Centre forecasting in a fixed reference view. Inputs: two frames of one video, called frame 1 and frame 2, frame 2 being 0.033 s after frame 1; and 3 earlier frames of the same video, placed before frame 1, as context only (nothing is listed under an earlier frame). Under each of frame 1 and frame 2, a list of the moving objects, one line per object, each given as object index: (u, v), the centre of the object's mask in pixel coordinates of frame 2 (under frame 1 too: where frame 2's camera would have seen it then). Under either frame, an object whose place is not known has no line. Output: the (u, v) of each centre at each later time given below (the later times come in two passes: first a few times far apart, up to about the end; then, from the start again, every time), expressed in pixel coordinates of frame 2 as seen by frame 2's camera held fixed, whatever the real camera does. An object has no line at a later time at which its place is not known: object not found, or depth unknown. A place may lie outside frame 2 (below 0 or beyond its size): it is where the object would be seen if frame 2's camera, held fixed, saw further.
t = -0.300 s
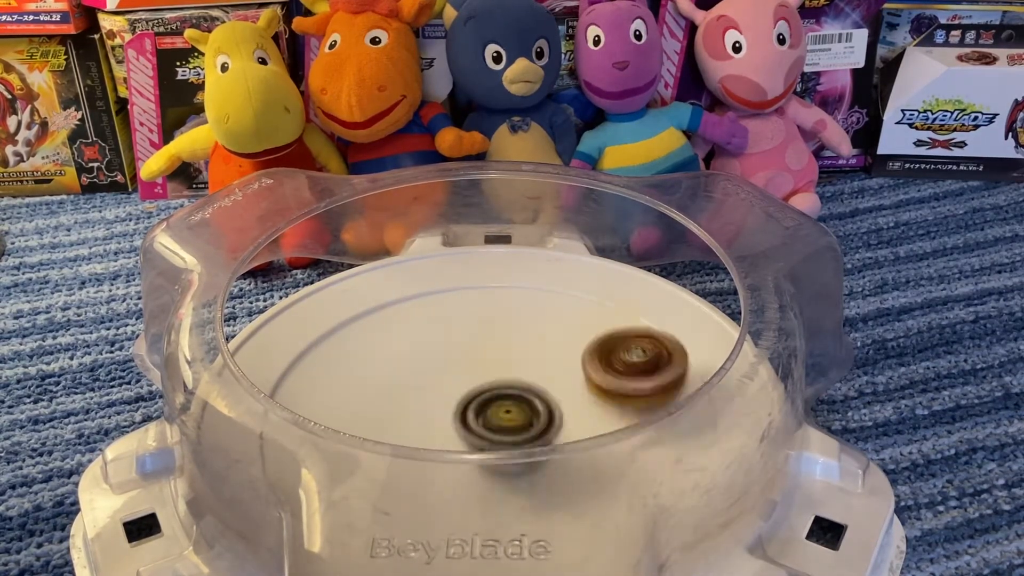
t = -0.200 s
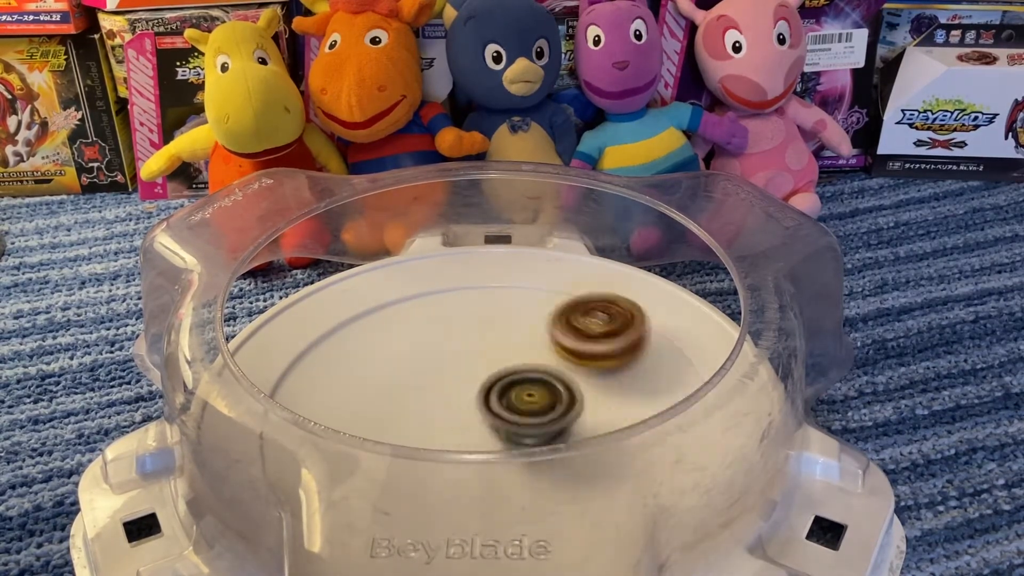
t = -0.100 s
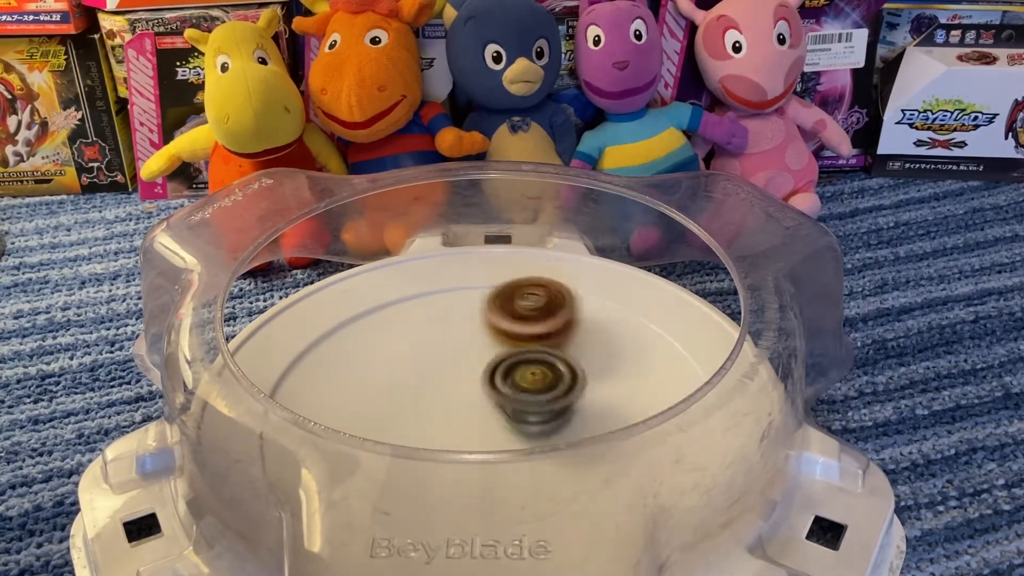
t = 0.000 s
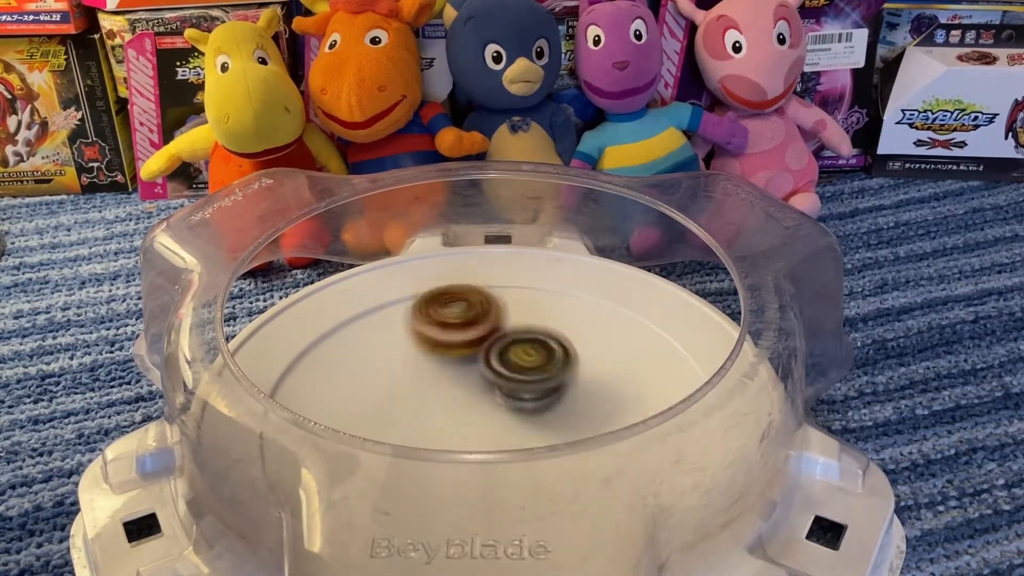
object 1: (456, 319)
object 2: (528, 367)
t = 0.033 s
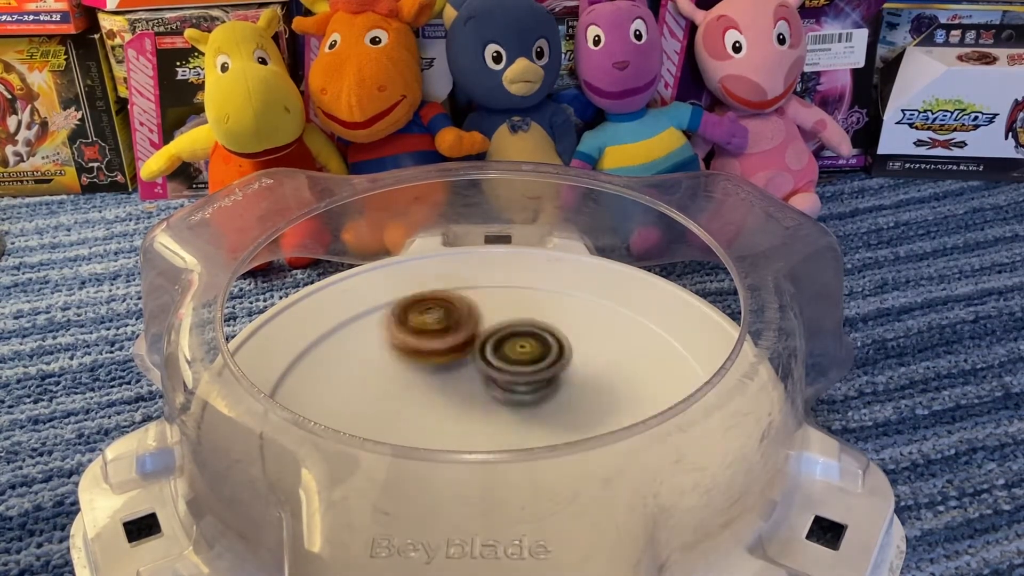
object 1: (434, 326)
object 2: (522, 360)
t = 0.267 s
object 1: (362, 412)
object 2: (452, 350)
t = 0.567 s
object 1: (516, 479)
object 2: (447, 409)
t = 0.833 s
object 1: (641, 385)
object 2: (483, 373)
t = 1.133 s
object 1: (501, 320)
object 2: (424, 370)
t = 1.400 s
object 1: (357, 371)
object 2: (487, 412)
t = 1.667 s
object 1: (425, 451)
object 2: (551, 367)
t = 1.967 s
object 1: (580, 394)
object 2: (458, 347)
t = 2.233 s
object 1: (496, 316)
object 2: (433, 410)
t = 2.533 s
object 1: (380, 380)
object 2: (543, 407)
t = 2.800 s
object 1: (484, 446)
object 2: (527, 350)
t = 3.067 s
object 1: (589, 387)
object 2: (432, 359)
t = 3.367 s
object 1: (483, 331)
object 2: (442, 417)
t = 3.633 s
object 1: (391, 394)
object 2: (539, 394)
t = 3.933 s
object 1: (486, 446)
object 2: (489, 339)
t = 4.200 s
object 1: (560, 396)
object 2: (415, 379)
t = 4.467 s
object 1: (491, 337)
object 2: (489, 417)
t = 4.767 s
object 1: (400, 375)
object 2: (554, 369)
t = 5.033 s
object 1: (445, 419)
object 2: (468, 345)
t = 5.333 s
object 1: (540, 405)
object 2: (426, 407)
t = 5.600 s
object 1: (561, 343)
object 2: (485, 437)
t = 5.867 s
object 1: (505, 309)
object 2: (496, 422)
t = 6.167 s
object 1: (451, 337)
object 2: (435, 411)
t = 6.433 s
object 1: (446, 361)
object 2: (433, 421)
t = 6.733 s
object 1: (530, 405)
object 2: (452, 462)
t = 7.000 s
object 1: (549, 401)
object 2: (437, 425)
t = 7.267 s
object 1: (533, 389)
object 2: (396, 394)
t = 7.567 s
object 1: (503, 368)
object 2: (377, 355)
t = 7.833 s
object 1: (492, 369)
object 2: (352, 327)
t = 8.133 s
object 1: (491, 378)
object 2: (392, 351)
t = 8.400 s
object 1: (453, 404)
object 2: (389, 339)
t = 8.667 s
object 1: (438, 408)
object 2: (421, 330)
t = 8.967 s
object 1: (447, 412)
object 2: (493, 345)
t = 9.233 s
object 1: (462, 415)
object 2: (544, 366)
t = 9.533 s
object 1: (422, 414)
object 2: (587, 392)
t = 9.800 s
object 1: (388, 399)
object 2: (557, 413)
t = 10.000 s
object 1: (425, 380)
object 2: (512, 412)
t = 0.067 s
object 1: (412, 336)
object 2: (514, 354)
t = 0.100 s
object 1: (392, 348)
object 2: (506, 350)
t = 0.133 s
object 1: (376, 361)
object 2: (495, 346)
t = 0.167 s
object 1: (364, 376)
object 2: (485, 345)
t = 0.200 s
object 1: (356, 392)
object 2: (473, 345)
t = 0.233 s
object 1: (356, 402)
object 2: (462, 347)
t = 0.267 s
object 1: (362, 412)
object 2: (452, 350)
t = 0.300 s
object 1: (371, 420)
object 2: (444, 355)
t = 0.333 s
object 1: (375, 455)
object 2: (437, 362)
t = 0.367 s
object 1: (386, 468)
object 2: (431, 369)
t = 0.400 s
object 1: (402, 477)
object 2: (428, 377)
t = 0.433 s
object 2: (427, 385)
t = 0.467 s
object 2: (429, 393)
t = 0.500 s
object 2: (432, 399)
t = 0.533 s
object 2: (440, 405)
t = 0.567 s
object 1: (516, 479)
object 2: (447, 409)
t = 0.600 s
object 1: (541, 469)
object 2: (458, 412)
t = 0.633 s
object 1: (571, 465)
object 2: (464, 410)
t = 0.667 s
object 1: (594, 456)
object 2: (471, 407)
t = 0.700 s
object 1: (613, 441)
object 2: (477, 402)
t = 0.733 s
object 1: (629, 428)
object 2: (483, 395)
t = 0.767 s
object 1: (641, 415)
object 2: (485, 388)
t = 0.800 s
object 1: (636, 394)
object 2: (486, 380)
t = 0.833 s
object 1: (641, 385)
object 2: (483, 373)
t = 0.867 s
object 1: (642, 375)
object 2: (479, 366)
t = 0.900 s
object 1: (636, 365)
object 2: (473, 360)
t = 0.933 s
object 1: (624, 353)
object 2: (465, 356)
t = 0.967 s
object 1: (609, 342)
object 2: (457, 354)
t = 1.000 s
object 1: (591, 333)
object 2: (447, 354)
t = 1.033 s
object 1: (571, 326)
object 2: (439, 356)
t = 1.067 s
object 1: (549, 322)
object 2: (431, 359)
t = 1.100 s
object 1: (524, 319)
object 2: (427, 364)
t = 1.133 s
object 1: (501, 320)
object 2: (424, 370)
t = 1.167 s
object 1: (478, 319)
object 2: (425, 378)
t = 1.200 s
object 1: (458, 320)
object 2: (424, 389)
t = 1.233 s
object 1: (436, 324)
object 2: (427, 399)
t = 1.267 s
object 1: (413, 330)
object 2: (435, 405)
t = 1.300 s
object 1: (394, 338)
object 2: (446, 409)
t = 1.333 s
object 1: (377, 348)
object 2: (459, 412)
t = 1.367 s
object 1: (365, 359)
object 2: (472, 413)
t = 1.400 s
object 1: (357, 371)
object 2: (487, 412)
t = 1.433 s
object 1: (352, 384)
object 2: (501, 411)
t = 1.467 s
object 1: (352, 395)
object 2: (515, 408)
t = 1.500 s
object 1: (357, 402)
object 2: (527, 403)
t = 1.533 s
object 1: (366, 410)
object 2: (538, 399)
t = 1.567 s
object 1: (379, 417)
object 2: (546, 391)
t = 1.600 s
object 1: (387, 438)
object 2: (550, 383)
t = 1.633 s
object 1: (403, 448)
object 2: (553, 375)
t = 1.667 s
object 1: (425, 451)
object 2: (551, 367)
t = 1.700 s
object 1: (447, 463)
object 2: (548, 359)
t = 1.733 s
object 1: (469, 454)
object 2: (542, 353)
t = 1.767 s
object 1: (491, 453)
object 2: (532, 347)
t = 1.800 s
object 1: (513, 447)
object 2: (522, 343)
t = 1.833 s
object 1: (534, 439)
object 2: (510, 341)
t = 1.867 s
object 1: (545, 420)
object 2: (498, 340)
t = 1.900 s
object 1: (562, 413)
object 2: (484, 341)
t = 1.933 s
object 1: (573, 403)
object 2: (470, 343)
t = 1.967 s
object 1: (580, 394)
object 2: (458, 347)
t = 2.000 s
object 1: (582, 380)
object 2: (446, 353)
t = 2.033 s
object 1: (579, 366)
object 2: (436, 359)
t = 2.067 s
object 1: (572, 353)
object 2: (429, 368)
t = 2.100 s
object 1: (561, 340)
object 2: (423, 377)
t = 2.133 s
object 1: (547, 330)
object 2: (422, 387)
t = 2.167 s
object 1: (532, 323)
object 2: (422, 397)
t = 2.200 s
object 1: (514, 318)
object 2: (426, 404)
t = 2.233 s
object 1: (496, 316)
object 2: (433, 410)
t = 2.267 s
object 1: (477, 315)
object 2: (441, 414)
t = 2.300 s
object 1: (459, 317)
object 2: (453, 418)
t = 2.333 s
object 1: (441, 321)
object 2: (467, 420)
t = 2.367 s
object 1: (425, 327)
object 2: (481, 421)
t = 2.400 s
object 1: (410, 335)
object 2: (496, 420)
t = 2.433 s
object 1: (397, 344)
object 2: (510, 418)
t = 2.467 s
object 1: (388, 355)
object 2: (522, 416)
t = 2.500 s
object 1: (382, 368)
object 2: (534, 412)
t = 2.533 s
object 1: (380, 380)
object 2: (543, 407)
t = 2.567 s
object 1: (381, 393)
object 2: (551, 402)
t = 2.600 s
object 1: (387, 403)
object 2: (556, 396)
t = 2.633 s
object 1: (397, 411)
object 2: (558, 388)
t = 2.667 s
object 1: (411, 417)
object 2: (557, 379)
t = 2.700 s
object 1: (428, 423)
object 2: (554, 369)
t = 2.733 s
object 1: (445, 427)
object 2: (547, 362)
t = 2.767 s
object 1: (463, 444)
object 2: (537, 355)
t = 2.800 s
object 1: (484, 446)
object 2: (527, 350)
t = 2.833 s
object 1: (505, 443)
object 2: (514, 347)
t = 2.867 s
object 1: (523, 426)
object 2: (501, 344)
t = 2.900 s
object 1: (542, 422)
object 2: (489, 344)
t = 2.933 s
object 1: (554, 417)
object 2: (475, 344)
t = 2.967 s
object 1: (567, 411)
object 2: (463, 345)
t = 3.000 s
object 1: (578, 403)
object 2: (452, 349)
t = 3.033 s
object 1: (585, 396)
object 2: (441, 354)
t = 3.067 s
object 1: (589, 387)
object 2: (432, 359)
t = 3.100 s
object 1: (587, 375)
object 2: (425, 366)
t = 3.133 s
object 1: (583, 364)
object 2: (419, 373)
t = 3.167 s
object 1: (575, 354)
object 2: (414, 380)
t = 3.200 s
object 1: (564, 346)
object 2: (413, 389)
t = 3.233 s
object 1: (551, 339)
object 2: (414, 396)
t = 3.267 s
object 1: (535, 334)
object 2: (417, 404)
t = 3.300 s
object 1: (518, 331)
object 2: (424, 409)
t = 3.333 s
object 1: (501, 330)
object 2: (432, 413)
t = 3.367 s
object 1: (483, 331)
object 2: (442, 417)
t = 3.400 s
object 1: (465, 333)
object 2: (457, 419)
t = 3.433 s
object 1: (448, 338)
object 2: (472, 419)
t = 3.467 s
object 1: (432, 345)
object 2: (487, 418)
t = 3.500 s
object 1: (418, 353)
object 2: (500, 415)
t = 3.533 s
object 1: (407, 362)
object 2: (513, 412)
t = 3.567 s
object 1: (399, 372)
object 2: (523, 406)
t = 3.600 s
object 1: (394, 383)
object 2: (532, 402)
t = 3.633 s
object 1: (391, 394)
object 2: (539, 394)
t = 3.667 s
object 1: (392, 403)
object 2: (543, 386)
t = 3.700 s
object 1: (398, 411)
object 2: (545, 376)
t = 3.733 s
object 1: (406, 417)
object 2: (543, 368)
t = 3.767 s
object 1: (416, 422)
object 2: (539, 359)
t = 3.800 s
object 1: (429, 426)
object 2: (532, 352)
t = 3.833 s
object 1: (441, 444)
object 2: (523, 347)
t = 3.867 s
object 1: (457, 447)
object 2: (513, 342)
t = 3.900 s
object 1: (471, 449)
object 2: (501, 340)
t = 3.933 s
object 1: (486, 446)
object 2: (489, 339)
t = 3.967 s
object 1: (500, 442)
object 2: (476, 339)
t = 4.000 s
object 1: (512, 427)
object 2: (464, 340)
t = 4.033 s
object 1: (523, 424)
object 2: (452, 343)
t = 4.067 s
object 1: (534, 419)
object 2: (440, 347)
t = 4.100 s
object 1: (543, 415)
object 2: (431, 353)
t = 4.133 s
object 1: (551, 410)
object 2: (423, 361)
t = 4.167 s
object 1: (557, 403)
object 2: (418, 370)
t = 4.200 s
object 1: (560, 396)
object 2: (415, 379)
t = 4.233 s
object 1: (560, 386)
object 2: (416, 388)
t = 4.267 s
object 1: (558, 376)
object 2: (420, 398)
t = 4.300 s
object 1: (552, 366)
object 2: (426, 404)
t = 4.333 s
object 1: (543, 358)
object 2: (434, 409)
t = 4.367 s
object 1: (531, 350)
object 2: (447, 412)
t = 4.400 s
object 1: (519, 344)
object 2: (460, 416)
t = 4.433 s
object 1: (505, 341)
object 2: (474, 417)
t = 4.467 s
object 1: (491, 337)
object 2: (489, 417)
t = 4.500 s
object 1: (477, 337)
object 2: (503, 415)
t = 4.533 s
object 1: (461, 337)
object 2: (518, 413)
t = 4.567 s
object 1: (447, 339)
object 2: (530, 409)
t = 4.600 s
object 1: (434, 343)
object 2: (539, 404)
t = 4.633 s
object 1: (423, 348)
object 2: (547, 400)
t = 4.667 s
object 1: (414, 355)
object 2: (554, 393)
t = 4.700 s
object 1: (407, 361)
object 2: (557, 385)
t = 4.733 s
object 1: (403, 368)
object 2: (557, 376)
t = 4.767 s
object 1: (400, 375)
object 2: (554, 369)
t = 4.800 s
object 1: (399, 382)
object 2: (549, 361)
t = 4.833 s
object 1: (400, 390)
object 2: (542, 354)
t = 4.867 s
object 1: (402, 398)
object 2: (532, 349)
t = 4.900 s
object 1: (407, 404)
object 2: (520, 346)
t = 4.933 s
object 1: (414, 409)
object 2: (507, 343)
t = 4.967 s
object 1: (424, 413)
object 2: (494, 343)
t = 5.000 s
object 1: (434, 417)
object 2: (481, 343)
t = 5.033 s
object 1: (445, 419)
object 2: (468, 345)
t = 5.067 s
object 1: (458, 421)
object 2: (454, 347)
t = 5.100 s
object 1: (472, 421)
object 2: (442, 352)
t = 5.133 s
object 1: (485, 421)
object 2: (433, 359)
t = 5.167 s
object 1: (497, 420)
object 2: (427, 368)
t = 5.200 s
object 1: (507, 418)
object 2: (422, 377)
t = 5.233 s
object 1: (517, 415)
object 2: (419, 386)
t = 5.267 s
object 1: (526, 412)
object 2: (419, 394)
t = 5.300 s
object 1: (533, 409)
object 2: (421, 402)
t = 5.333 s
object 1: (540, 405)
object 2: (426, 407)
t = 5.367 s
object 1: (546, 401)
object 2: (432, 411)
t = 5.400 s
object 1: (550, 395)
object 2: (441, 415)
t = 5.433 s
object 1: (552, 389)
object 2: (452, 417)
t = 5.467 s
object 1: (554, 382)
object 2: (466, 419)
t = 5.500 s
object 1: (555, 376)
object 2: (480, 419)
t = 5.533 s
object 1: (557, 368)
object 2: (484, 421)
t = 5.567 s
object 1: (561, 354)
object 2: (484, 433)
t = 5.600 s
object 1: (561, 343)
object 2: (485, 437)
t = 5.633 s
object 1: (558, 332)
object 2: (486, 440)
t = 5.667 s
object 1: (552, 323)
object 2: (488, 443)
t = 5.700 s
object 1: (545, 316)
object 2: (491, 443)
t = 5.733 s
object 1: (537, 312)
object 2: (493, 444)
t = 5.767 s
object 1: (529, 309)
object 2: (495, 442)
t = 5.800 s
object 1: (521, 307)
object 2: (497, 438)
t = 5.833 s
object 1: (513, 308)
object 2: (498, 433)
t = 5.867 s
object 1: (505, 309)
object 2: (496, 422)
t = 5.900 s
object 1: (498, 311)
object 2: (494, 418)
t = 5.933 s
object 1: (490, 315)
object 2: (490, 415)
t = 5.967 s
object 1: (482, 319)
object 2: (485, 410)
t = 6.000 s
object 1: (475, 325)
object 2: (479, 407)
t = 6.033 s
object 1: (466, 330)
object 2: (471, 404)
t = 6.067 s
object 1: (459, 332)
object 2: (461, 405)
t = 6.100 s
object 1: (455, 333)
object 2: (451, 407)
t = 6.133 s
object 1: (452, 335)
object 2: (443, 409)
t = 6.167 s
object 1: (451, 337)
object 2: (435, 411)
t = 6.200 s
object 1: (449, 340)
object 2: (430, 413)
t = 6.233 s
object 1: (448, 342)
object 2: (428, 415)
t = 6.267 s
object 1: (447, 345)
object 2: (426, 417)
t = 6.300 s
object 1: (445, 349)
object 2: (426, 419)
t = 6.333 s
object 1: (445, 352)
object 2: (427, 420)
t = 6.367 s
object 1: (443, 356)
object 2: (430, 421)
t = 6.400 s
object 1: (443, 360)
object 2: (433, 422)
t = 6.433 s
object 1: (446, 361)
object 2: (433, 421)
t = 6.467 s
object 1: (457, 368)
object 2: (431, 425)
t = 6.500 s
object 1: (467, 375)
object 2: (429, 442)
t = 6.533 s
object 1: (477, 380)
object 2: (429, 446)
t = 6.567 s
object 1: (485, 387)
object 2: (432, 451)
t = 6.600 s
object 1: (494, 392)
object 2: (433, 452)
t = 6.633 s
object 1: (504, 398)
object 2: (437, 462)
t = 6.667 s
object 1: (512, 402)
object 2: (441, 463)
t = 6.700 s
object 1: (522, 404)
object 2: (445, 463)
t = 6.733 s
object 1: (530, 405)
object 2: (452, 462)
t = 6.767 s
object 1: (537, 406)
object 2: (458, 455)
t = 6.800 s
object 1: (545, 406)
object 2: (457, 454)
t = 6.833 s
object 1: (551, 404)
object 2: (453, 453)
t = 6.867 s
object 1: (554, 403)
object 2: (449, 451)
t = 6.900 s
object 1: (554, 403)
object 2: (445, 447)
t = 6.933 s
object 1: (553, 403)
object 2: (441, 437)
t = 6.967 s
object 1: (551, 402)
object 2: (439, 437)
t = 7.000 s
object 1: (549, 401)
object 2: (437, 425)
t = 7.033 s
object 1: (547, 400)
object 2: (435, 422)
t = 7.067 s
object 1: (545, 399)
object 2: (432, 418)
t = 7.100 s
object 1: (542, 398)
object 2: (430, 414)
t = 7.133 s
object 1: (537, 397)
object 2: (428, 411)
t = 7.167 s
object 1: (533, 395)
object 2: (425, 406)
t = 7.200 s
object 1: (534, 393)
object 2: (413, 403)
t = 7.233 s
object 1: (534, 391)
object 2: (403, 399)
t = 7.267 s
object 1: (533, 389)
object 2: (396, 394)
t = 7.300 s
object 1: (532, 388)
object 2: (391, 390)
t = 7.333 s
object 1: (529, 386)
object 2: (386, 385)
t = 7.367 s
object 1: (528, 384)
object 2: (382, 381)
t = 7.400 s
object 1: (525, 381)
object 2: (380, 376)
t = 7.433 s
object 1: (521, 379)
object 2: (377, 372)
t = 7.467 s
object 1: (518, 376)
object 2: (376, 367)
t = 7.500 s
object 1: (513, 373)
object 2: (376, 363)
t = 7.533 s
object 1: (507, 370)
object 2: (376, 359)
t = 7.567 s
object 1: (503, 368)
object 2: (377, 355)
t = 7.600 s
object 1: (497, 365)
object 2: (379, 351)
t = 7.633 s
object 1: (491, 364)
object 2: (382, 348)
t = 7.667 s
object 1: (487, 363)
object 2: (384, 346)
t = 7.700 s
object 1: (492, 364)
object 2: (374, 339)
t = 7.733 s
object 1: (494, 367)
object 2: (367, 334)
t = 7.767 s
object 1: (494, 368)
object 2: (360, 331)
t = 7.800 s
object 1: (493, 369)
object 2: (356, 328)
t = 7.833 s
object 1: (492, 369)
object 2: (352, 327)
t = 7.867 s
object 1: (492, 370)
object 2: (348, 327)
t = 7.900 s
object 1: (491, 370)
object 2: (346, 328)
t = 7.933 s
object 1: (491, 371)
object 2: (346, 330)
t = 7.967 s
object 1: (490, 371)
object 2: (351, 334)
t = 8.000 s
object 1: (489, 371)
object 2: (358, 338)
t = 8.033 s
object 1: (489, 372)
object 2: (367, 341)
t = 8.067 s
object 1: (488, 372)
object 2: (378, 347)
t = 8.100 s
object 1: (488, 373)
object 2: (389, 353)
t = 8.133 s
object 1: (491, 378)
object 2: (392, 351)
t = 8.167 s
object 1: (490, 382)
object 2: (391, 348)
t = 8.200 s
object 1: (484, 387)
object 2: (390, 346)
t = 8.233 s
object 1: (479, 390)
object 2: (389, 344)
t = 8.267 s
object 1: (472, 393)
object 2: (388, 342)
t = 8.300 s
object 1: (466, 395)
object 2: (386, 341)
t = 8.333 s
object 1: (460, 398)
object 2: (386, 340)
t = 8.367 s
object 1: (455, 400)
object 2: (387, 340)
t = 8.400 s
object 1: (453, 404)
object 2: (389, 339)
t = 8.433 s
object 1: (448, 407)
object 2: (388, 337)
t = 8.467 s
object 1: (445, 408)
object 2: (390, 334)
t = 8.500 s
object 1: (441, 409)
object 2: (392, 332)
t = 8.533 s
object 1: (438, 409)
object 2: (396, 330)
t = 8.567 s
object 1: (437, 409)
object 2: (401, 330)
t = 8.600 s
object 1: (437, 409)
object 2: (406, 329)
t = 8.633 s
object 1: (438, 408)
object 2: (414, 329)
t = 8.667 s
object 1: (438, 408)
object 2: (421, 330)
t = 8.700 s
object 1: (439, 409)
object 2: (430, 331)
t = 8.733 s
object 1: (439, 412)
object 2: (438, 330)
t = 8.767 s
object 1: (439, 412)
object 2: (447, 331)
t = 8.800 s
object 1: (440, 412)
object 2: (456, 332)
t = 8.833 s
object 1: (442, 412)
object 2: (464, 334)
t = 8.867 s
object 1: (444, 413)
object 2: (470, 336)
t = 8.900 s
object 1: (445, 412)
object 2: (478, 338)
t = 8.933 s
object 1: (446, 412)
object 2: (486, 341)
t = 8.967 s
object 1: (447, 412)
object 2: (493, 345)
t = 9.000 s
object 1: (449, 412)
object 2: (499, 347)
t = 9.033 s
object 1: (450, 413)
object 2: (508, 350)
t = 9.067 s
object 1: (451, 415)
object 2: (518, 351)
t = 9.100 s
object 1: (456, 415)
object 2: (525, 353)
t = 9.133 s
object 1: (458, 415)
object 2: (531, 356)
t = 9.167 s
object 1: (459, 415)
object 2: (536, 358)
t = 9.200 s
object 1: (461, 415)
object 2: (541, 362)
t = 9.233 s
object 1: (462, 415)
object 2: (544, 366)
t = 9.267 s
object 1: (463, 415)
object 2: (547, 371)
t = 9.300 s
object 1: (463, 415)
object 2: (550, 375)
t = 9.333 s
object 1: (459, 416)
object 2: (555, 377)
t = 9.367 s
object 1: (458, 416)
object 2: (559, 381)
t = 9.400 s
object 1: (459, 415)
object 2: (562, 385)
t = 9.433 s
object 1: (451, 417)
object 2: (570, 387)
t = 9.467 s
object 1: (441, 417)
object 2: (581, 389)
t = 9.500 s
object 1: (432, 416)
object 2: (585, 391)
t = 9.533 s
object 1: (422, 414)
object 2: (587, 392)
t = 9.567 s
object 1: (412, 413)
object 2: (589, 394)
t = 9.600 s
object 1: (403, 411)
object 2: (588, 397)
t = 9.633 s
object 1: (396, 409)
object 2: (587, 400)
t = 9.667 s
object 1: (391, 408)
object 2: (583, 403)
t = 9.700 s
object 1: (388, 406)
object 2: (578, 406)
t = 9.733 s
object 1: (386, 403)
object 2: (573, 408)
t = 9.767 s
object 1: (388, 401)
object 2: (566, 410)
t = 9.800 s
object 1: (388, 399)
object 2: (557, 413)
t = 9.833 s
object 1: (392, 396)
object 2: (549, 414)
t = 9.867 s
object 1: (396, 392)
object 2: (542, 415)
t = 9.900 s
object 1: (402, 390)
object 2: (533, 415)
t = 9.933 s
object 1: (410, 386)
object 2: (525, 415)
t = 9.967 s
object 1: (419, 383)
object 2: (518, 414)
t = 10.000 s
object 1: (425, 380)
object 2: (512, 412)
